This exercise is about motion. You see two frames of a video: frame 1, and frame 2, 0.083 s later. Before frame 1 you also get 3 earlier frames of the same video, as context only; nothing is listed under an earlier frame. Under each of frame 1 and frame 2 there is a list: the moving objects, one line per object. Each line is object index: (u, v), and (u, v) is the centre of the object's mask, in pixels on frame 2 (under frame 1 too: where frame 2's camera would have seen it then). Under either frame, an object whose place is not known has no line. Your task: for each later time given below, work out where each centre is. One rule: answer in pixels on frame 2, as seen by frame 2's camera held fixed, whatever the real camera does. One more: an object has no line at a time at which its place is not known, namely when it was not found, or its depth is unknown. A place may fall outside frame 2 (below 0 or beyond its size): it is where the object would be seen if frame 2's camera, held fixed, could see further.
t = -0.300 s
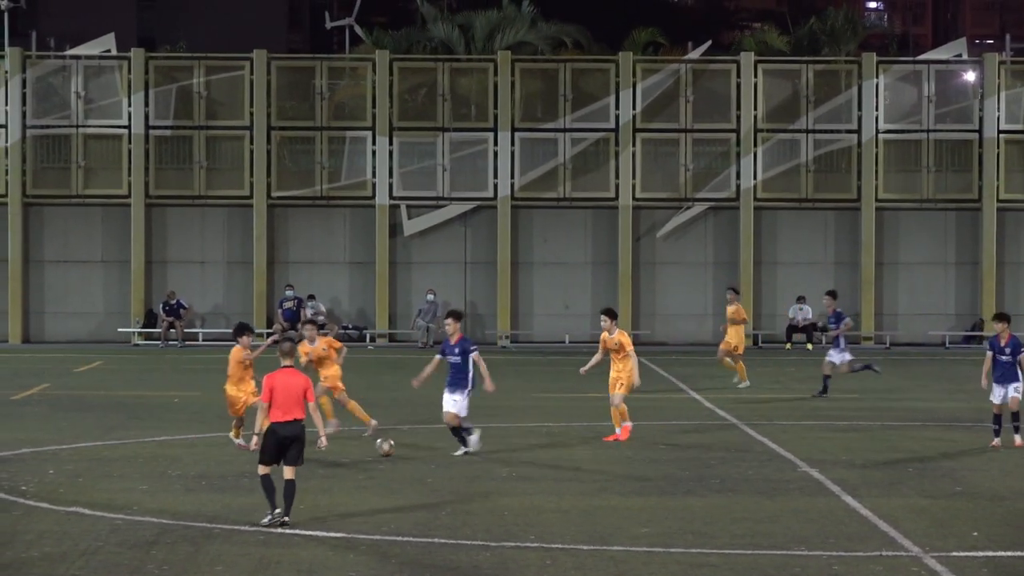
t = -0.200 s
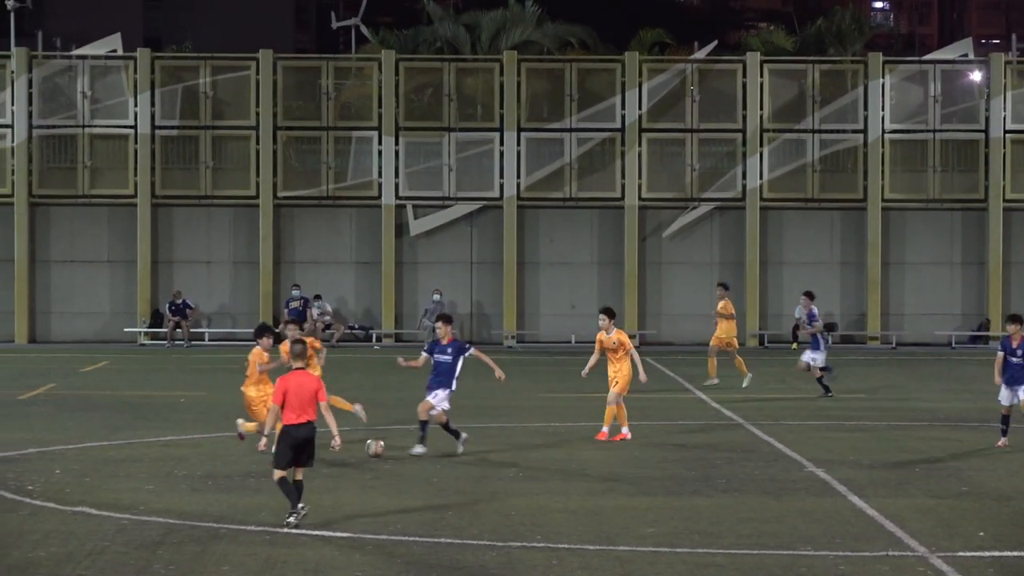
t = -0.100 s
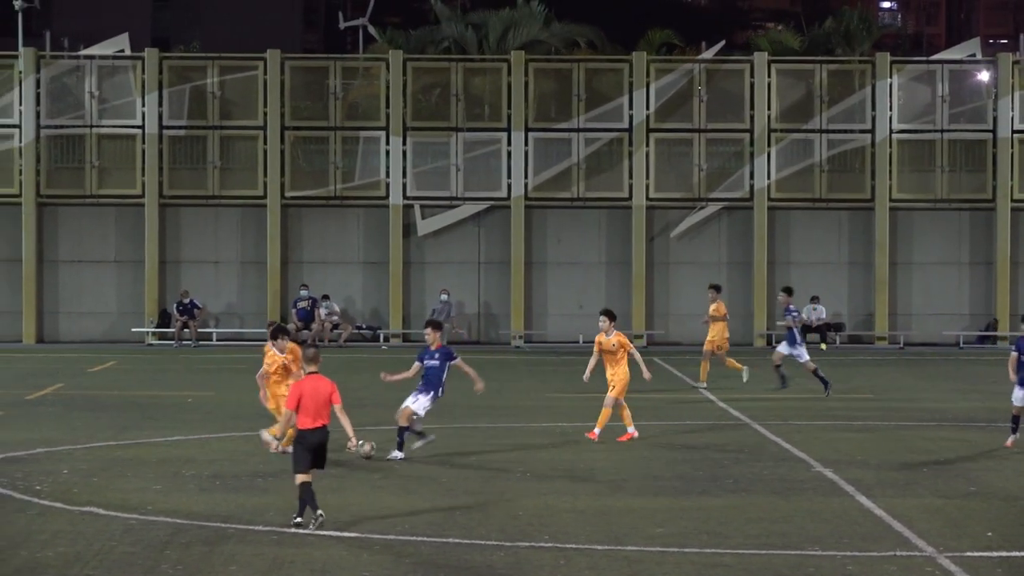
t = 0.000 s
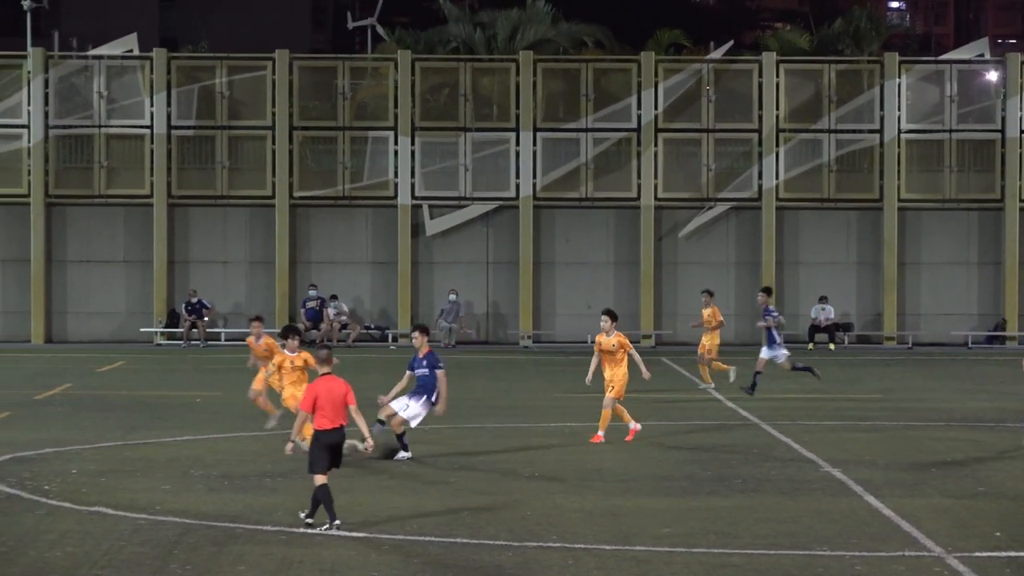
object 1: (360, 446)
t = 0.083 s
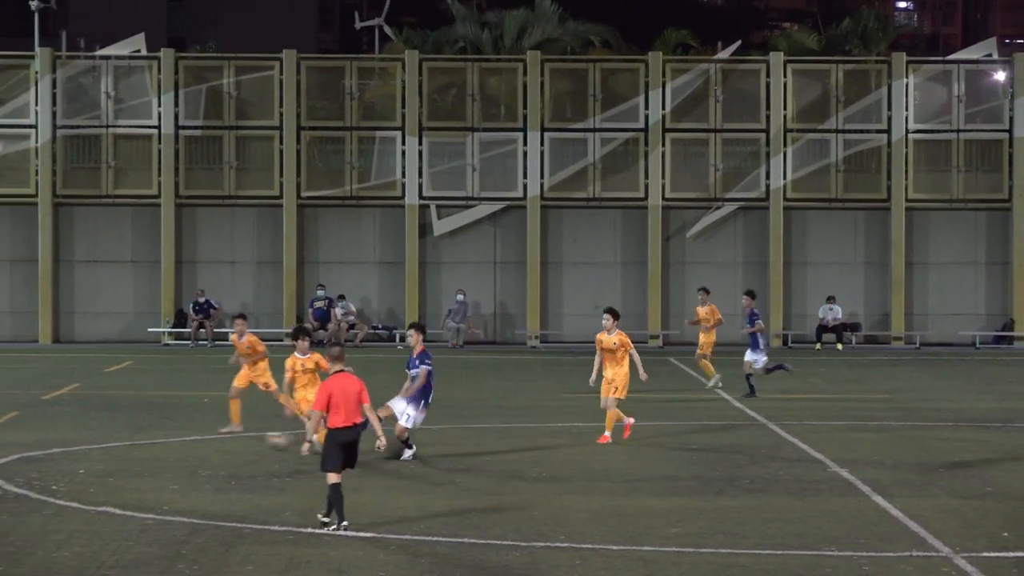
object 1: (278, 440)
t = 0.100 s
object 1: (265, 440)
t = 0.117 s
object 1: (251, 440)
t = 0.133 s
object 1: (237, 440)
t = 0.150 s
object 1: (222, 441)
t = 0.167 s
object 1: (209, 441)
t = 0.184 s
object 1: (194, 443)
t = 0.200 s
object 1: (180, 445)
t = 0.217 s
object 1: (166, 447)
